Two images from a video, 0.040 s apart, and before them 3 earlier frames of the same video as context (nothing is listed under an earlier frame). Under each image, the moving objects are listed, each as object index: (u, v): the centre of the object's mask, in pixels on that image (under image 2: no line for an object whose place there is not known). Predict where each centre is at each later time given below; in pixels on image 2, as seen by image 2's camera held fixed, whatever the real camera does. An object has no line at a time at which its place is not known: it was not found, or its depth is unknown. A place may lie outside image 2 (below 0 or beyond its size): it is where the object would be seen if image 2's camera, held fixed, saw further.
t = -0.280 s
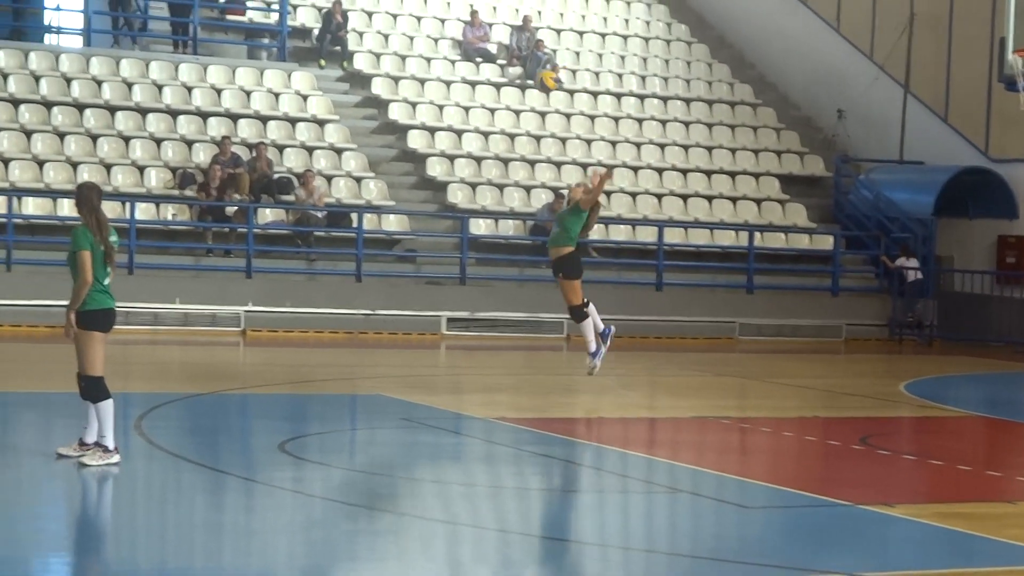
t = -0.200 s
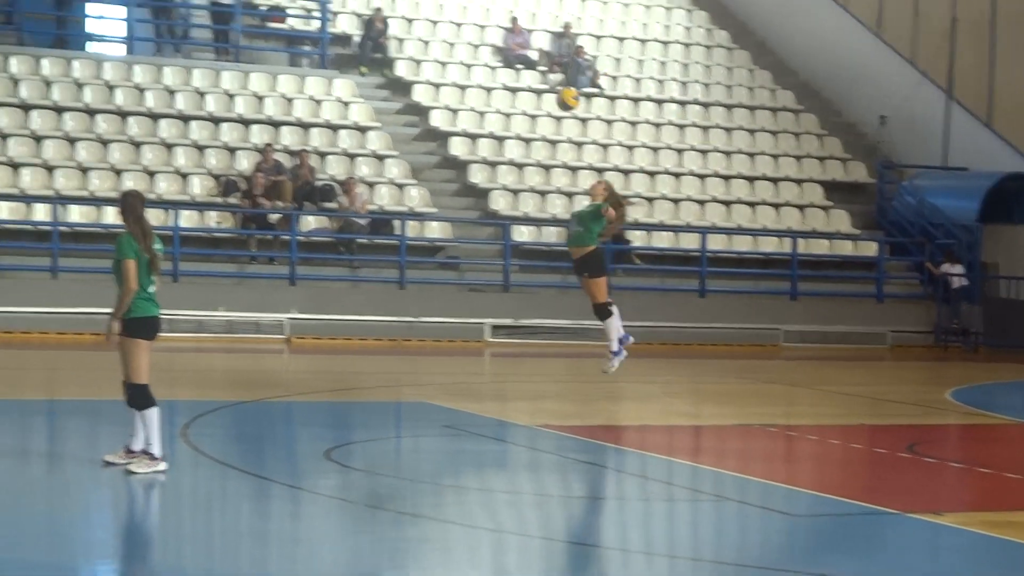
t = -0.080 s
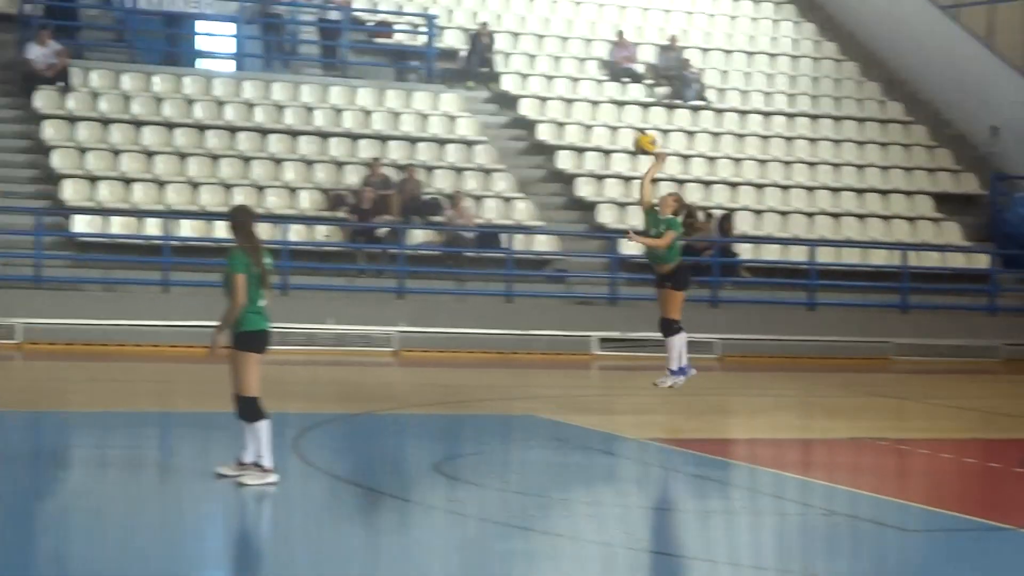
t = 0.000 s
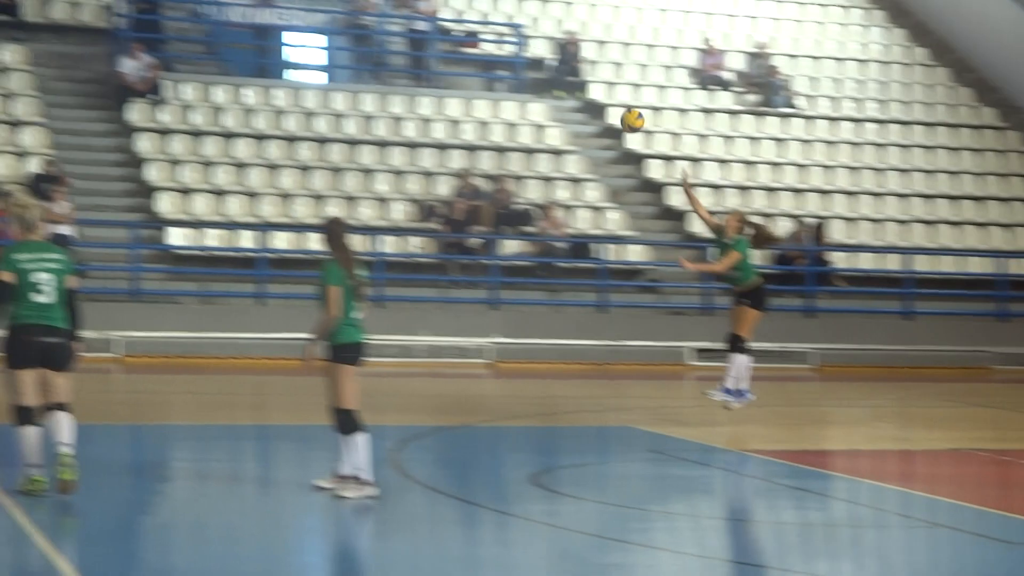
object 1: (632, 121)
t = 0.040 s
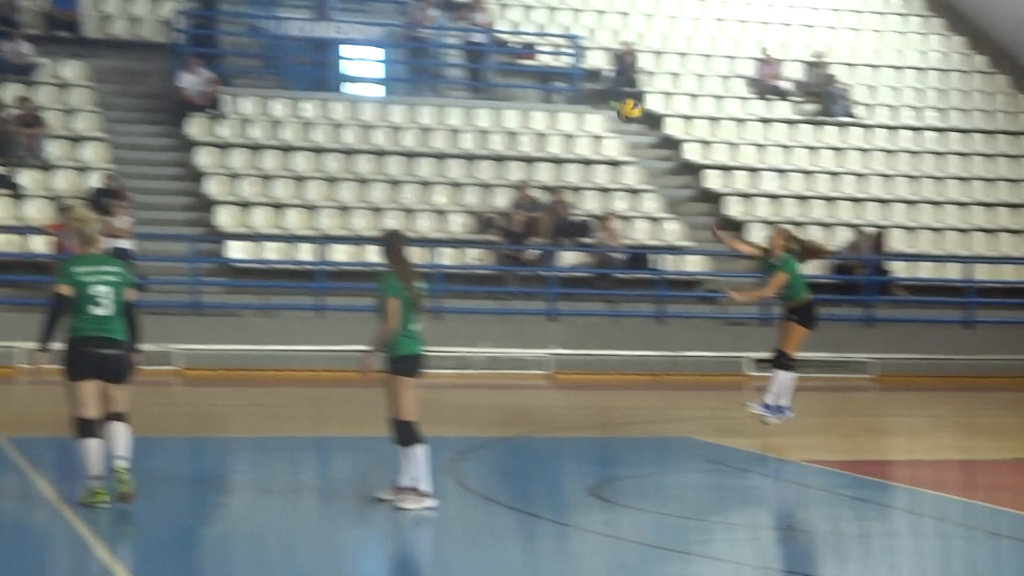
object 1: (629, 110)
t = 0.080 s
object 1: (573, 90)
